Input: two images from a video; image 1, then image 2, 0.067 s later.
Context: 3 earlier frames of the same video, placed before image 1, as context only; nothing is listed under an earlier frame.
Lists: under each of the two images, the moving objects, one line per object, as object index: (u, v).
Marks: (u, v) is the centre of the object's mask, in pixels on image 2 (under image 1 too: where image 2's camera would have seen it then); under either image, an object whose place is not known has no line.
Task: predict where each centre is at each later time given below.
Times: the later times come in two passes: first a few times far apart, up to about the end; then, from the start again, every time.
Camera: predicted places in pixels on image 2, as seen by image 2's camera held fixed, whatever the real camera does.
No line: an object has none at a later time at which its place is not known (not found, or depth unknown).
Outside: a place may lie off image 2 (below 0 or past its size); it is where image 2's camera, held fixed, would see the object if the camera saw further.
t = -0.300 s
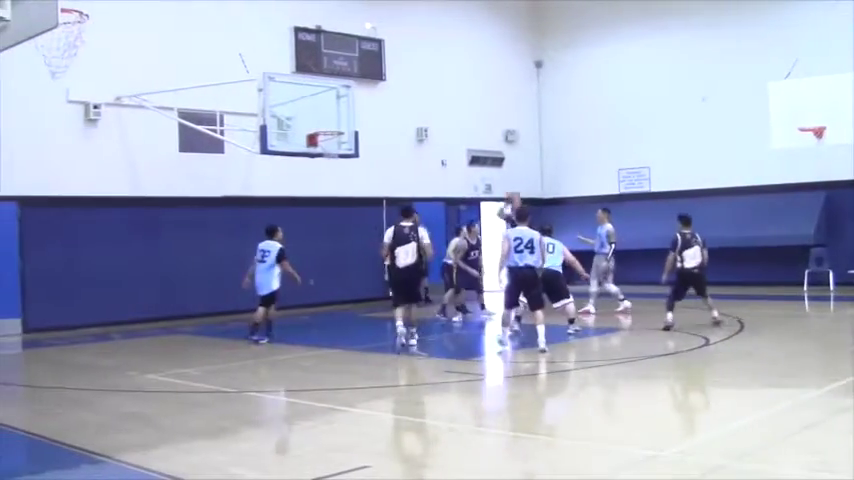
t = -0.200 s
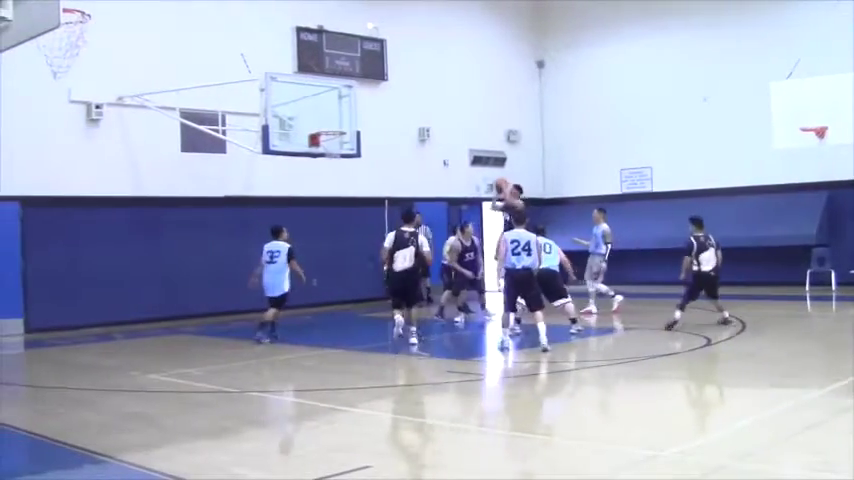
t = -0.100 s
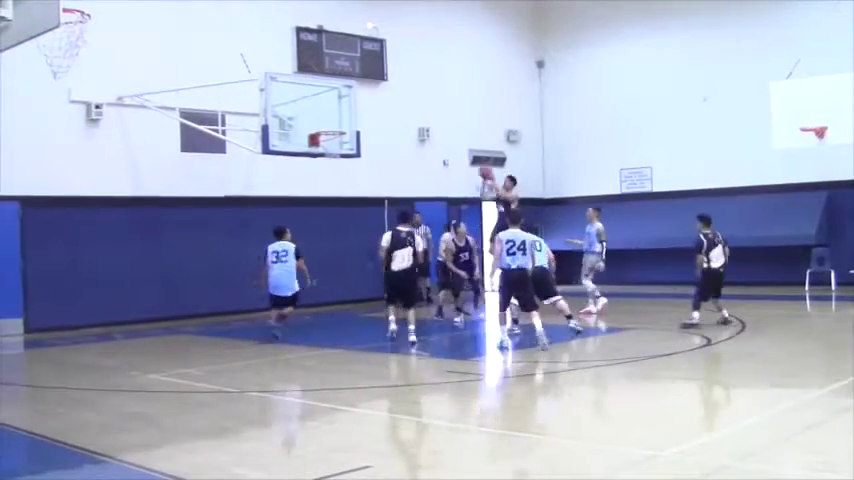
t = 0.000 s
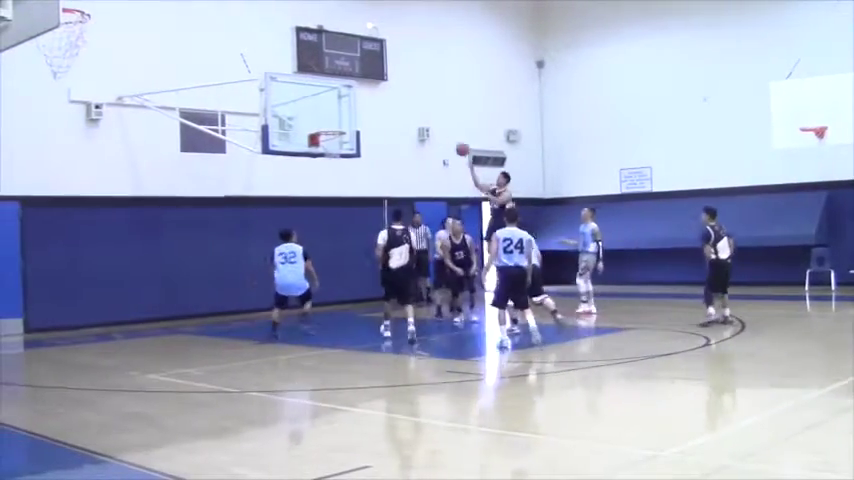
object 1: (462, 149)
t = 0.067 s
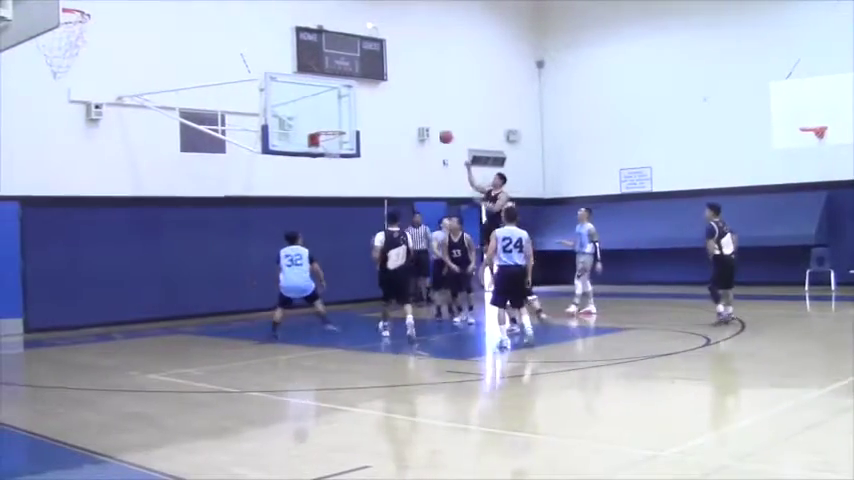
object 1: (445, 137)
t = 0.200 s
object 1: (412, 119)
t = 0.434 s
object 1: (355, 114)
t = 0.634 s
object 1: (338, 124)
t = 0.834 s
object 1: (341, 111)
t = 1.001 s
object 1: (344, 118)
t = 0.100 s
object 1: (437, 131)
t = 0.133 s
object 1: (429, 126)
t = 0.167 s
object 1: (421, 122)
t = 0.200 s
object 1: (412, 119)
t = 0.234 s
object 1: (404, 116)
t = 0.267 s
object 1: (396, 115)
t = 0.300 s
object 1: (387, 113)
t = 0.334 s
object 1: (379, 112)
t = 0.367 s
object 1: (371, 112)
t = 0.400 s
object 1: (363, 113)
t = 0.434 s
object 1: (355, 114)
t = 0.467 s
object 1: (346, 117)
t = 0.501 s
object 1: (340, 118)
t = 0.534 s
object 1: (339, 120)
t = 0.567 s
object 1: (338, 122)
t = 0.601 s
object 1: (338, 124)
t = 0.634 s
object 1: (338, 124)
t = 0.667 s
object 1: (338, 120)
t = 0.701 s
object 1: (339, 117)
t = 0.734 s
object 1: (339, 114)
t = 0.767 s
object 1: (340, 112)
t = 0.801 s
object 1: (341, 111)
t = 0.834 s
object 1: (341, 111)
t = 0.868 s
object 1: (341, 111)
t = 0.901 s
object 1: (342, 111)
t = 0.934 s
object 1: (343, 113)
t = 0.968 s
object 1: (343, 115)
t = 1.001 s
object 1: (344, 118)
